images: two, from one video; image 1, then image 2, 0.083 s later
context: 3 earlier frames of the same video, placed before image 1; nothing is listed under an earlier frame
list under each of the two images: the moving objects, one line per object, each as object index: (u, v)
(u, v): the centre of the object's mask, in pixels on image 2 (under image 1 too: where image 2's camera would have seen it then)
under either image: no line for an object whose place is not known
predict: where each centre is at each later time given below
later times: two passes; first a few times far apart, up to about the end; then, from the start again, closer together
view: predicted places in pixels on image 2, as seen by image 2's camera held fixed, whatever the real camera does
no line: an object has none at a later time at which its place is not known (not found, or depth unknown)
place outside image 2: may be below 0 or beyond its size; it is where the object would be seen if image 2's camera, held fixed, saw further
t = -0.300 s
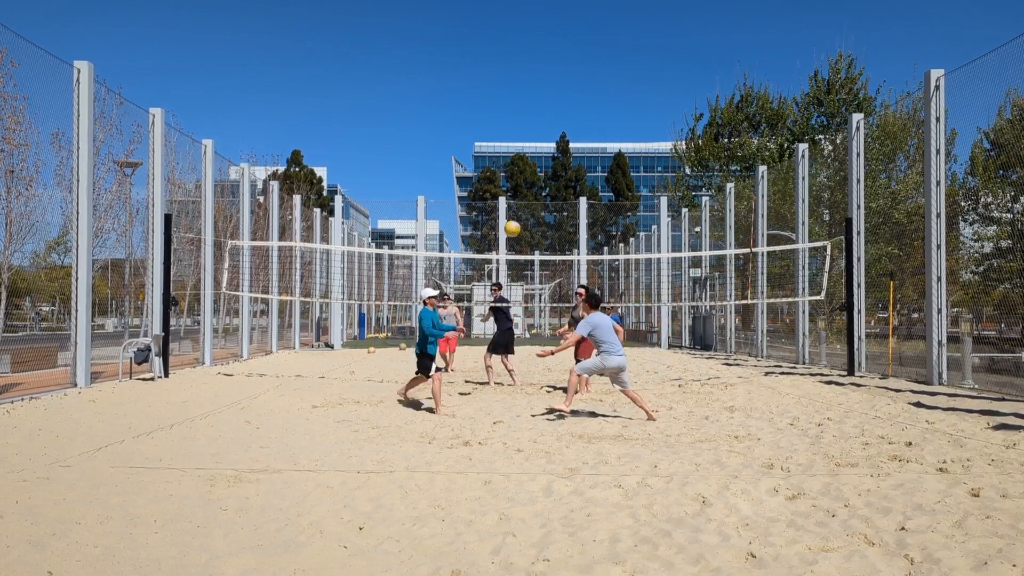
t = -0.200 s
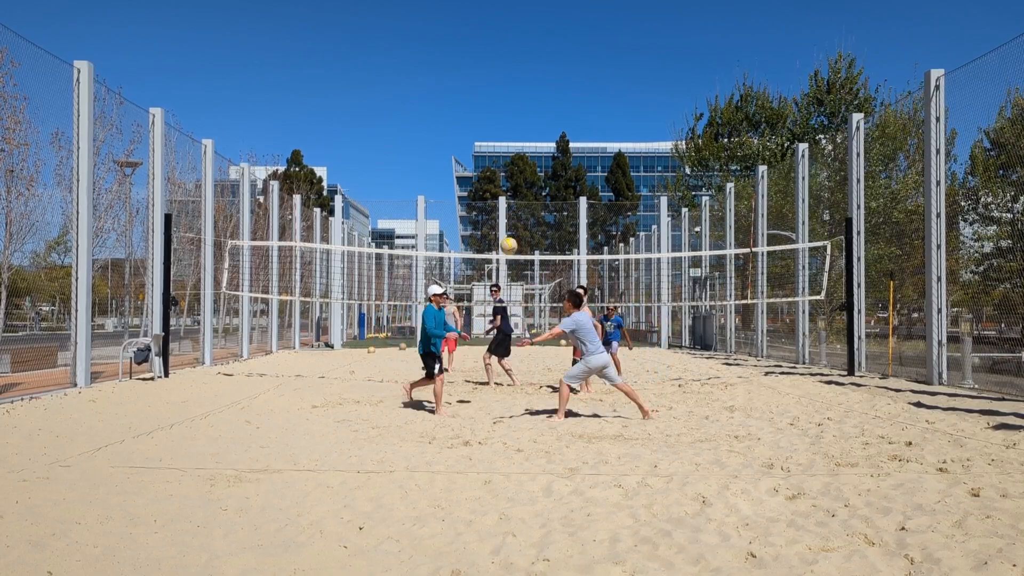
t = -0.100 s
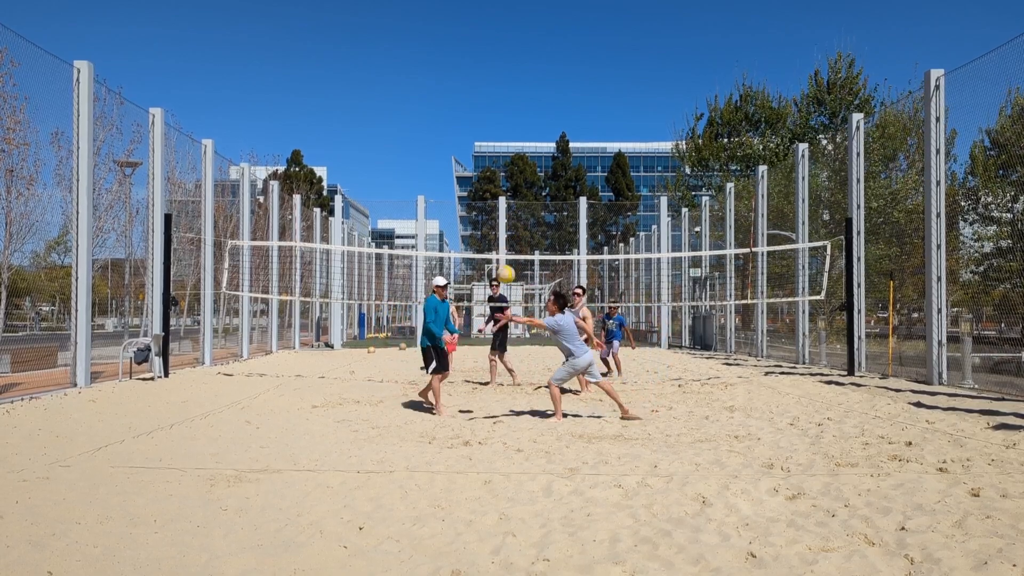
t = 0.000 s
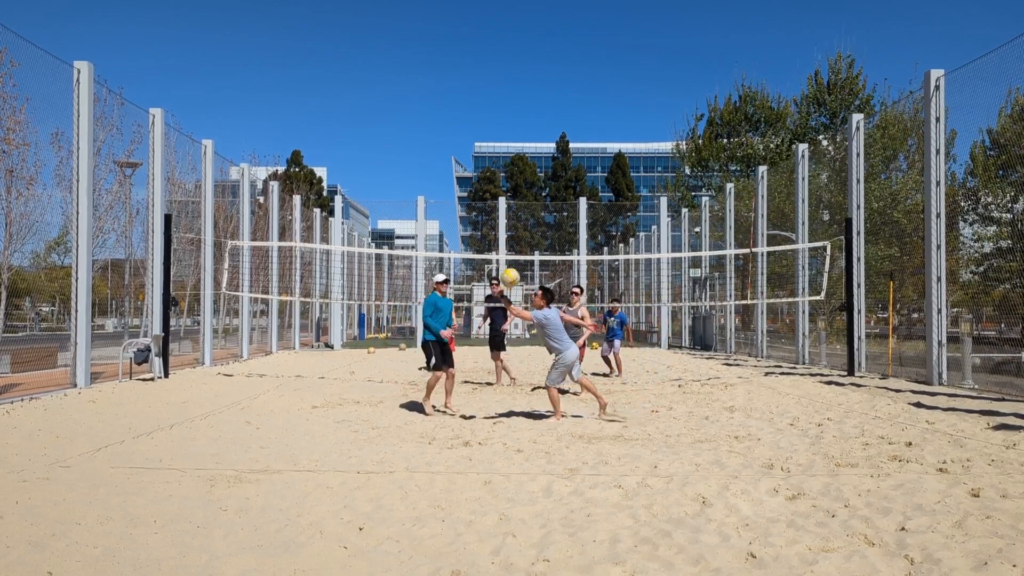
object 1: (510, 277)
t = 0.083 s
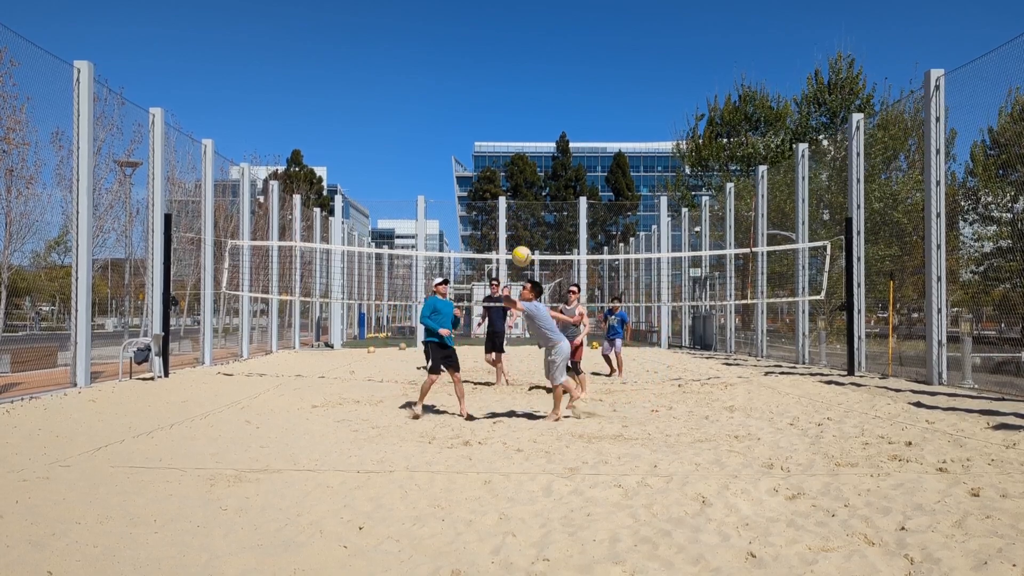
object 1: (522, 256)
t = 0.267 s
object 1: (550, 227)
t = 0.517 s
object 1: (597, 236)
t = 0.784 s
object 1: (659, 332)
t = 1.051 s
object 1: (739, 462)
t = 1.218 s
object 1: (800, 451)
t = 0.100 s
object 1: (524, 252)
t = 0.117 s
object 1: (526, 248)
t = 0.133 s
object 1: (529, 245)
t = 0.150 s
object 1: (531, 242)
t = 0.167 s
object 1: (534, 239)
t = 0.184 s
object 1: (537, 237)
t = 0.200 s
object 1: (540, 235)
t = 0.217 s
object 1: (542, 232)
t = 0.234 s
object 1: (545, 230)
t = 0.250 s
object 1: (547, 228)
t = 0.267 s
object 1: (550, 227)
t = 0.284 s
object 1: (553, 225)
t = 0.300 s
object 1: (556, 224)
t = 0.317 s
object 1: (559, 224)
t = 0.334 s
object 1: (562, 223)
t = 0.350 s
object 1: (565, 223)
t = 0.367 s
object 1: (568, 223)
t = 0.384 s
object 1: (571, 223)
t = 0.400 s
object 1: (574, 224)
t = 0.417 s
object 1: (577, 225)
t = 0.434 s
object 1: (580, 226)
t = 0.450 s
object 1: (584, 227)
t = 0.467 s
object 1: (587, 229)
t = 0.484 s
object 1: (590, 231)
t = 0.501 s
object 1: (594, 234)
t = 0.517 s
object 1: (597, 236)
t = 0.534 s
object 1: (601, 239)
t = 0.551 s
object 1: (604, 243)
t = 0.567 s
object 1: (608, 246)
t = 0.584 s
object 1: (611, 251)
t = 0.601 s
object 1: (615, 255)
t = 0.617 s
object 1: (619, 260)
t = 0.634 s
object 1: (622, 266)
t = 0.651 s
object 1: (626, 271)
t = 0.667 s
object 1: (630, 277)
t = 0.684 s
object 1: (635, 284)
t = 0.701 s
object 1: (639, 291)
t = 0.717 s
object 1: (643, 298)
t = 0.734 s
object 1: (647, 305)
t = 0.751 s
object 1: (651, 314)
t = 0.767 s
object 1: (655, 323)
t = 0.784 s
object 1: (659, 332)
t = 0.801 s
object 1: (663, 342)
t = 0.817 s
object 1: (668, 352)
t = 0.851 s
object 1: (677, 374)
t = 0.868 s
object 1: (682, 386)
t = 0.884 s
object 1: (687, 398)
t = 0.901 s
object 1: (692, 411)
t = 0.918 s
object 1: (696, 425)
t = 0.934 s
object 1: (701, 440)
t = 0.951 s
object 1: (706, 454)
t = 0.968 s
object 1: (711, 470)
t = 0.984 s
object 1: (717, 477)
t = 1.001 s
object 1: (722, 473)
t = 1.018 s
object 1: (727, 469)
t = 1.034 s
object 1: (734, 465)
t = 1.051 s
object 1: (739, 462)
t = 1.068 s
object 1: (744, 459)
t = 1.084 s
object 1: (750, 457)
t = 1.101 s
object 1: (756, 455)
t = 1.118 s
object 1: (761, 454)
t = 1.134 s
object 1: (767, 452)
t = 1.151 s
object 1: (774, 451)
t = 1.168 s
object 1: (780, 450)
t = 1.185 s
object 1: (786, 450)
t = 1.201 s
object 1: (793, 450)
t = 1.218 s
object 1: (800, 451)
